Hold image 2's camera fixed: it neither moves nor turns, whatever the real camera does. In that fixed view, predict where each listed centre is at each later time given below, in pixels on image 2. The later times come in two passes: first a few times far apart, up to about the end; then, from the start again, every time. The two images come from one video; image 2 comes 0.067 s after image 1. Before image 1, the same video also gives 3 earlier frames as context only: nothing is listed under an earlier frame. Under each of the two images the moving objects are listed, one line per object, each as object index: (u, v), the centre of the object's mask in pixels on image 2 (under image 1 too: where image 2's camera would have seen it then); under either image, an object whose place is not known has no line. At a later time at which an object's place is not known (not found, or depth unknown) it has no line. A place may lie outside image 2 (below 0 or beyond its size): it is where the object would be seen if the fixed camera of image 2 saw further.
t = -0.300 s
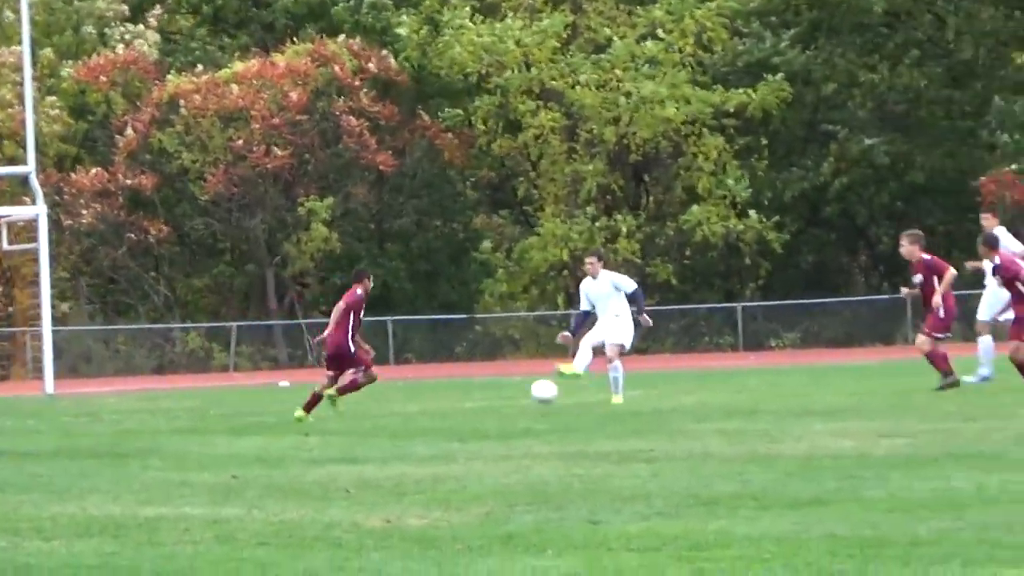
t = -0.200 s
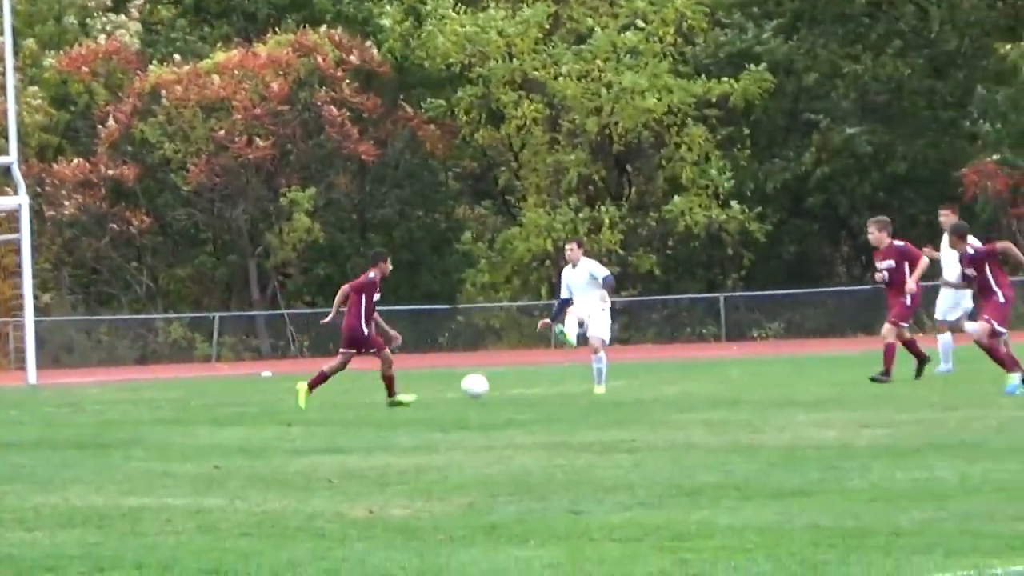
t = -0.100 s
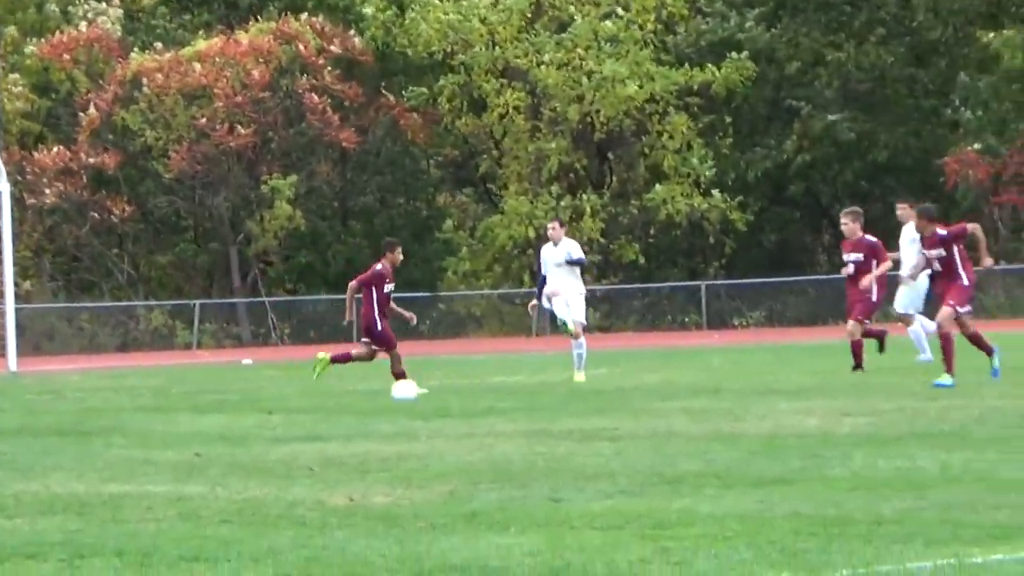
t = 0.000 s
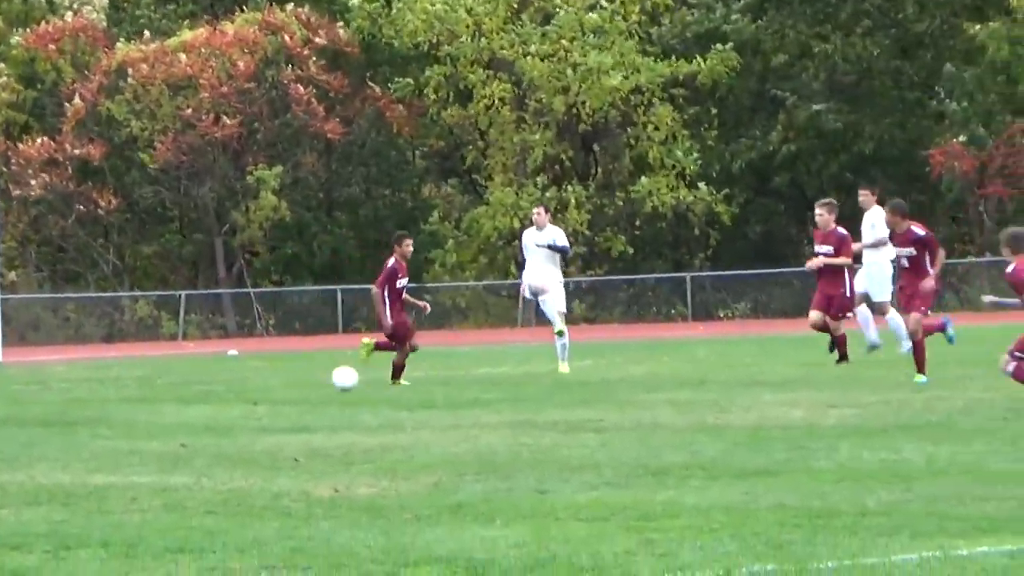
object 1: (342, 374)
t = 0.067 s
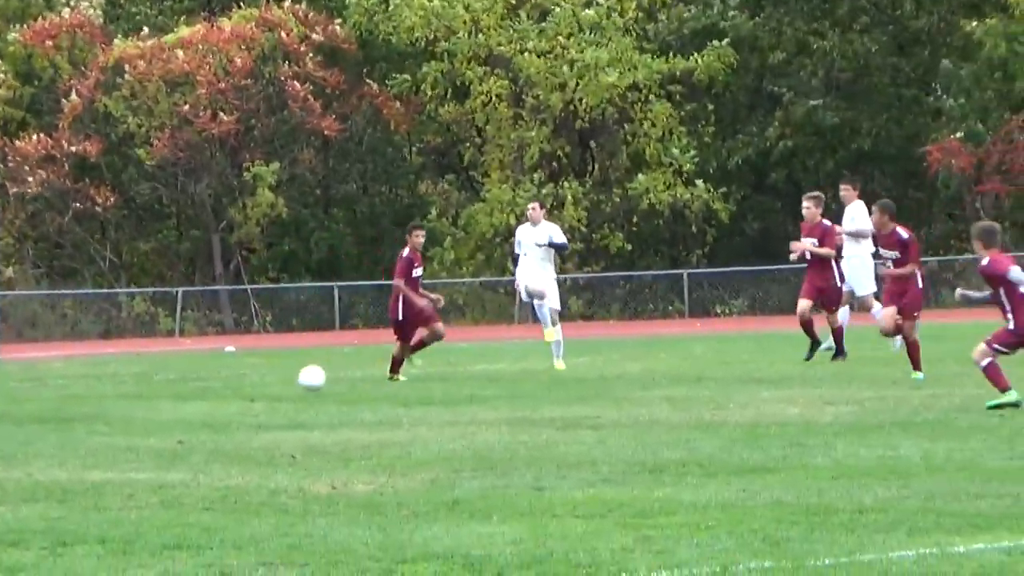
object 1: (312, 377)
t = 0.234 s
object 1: (242, 392)
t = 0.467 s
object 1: (156, 410)
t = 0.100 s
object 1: (297, 381)
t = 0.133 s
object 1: (282, 385)
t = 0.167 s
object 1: (268, 392)
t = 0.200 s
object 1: (254, 393)
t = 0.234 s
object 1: (242, 392)
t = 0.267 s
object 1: (229, 390)
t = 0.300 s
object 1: (217, 390)
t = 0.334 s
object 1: (205, 391)
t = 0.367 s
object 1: (193, 395)
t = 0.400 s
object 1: (180, 398)
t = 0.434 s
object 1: (168, 404)
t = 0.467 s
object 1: (156, 410)
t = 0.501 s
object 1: (145, 415)
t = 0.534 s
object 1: (135, 413)
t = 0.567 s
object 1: (126, 411)
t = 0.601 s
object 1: (117, 411)
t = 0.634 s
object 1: (107, 412)
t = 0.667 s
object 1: (99, 415)
